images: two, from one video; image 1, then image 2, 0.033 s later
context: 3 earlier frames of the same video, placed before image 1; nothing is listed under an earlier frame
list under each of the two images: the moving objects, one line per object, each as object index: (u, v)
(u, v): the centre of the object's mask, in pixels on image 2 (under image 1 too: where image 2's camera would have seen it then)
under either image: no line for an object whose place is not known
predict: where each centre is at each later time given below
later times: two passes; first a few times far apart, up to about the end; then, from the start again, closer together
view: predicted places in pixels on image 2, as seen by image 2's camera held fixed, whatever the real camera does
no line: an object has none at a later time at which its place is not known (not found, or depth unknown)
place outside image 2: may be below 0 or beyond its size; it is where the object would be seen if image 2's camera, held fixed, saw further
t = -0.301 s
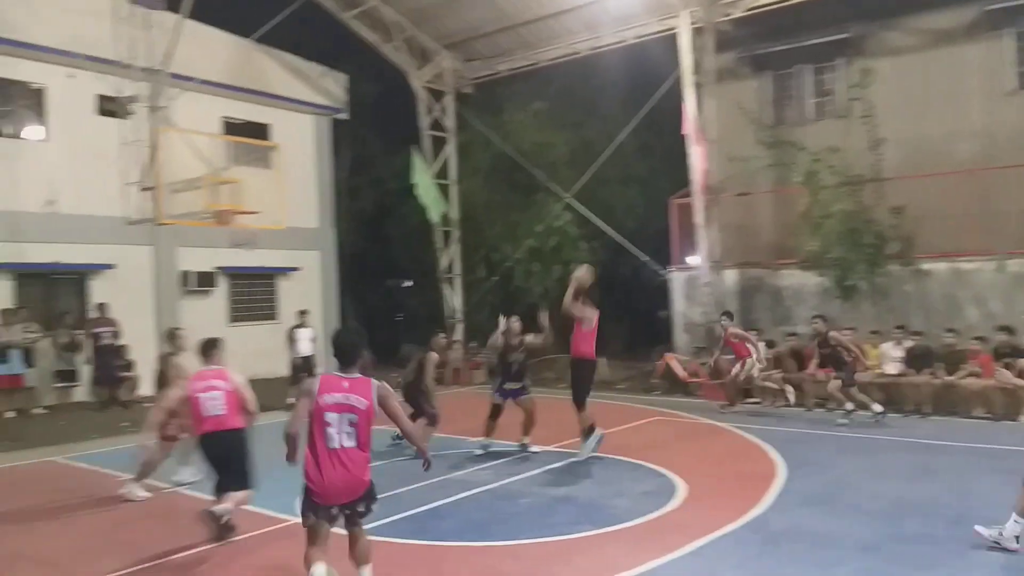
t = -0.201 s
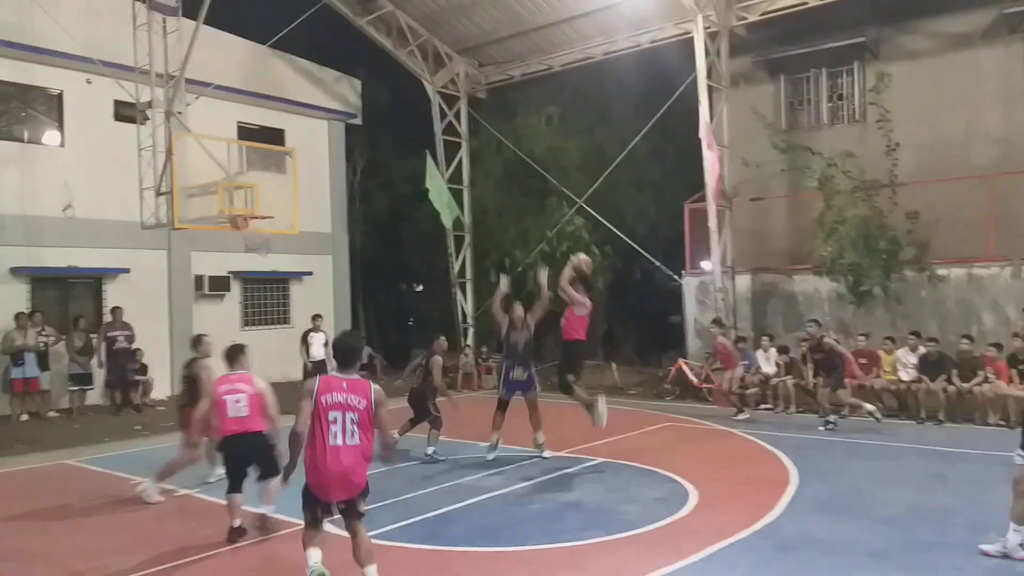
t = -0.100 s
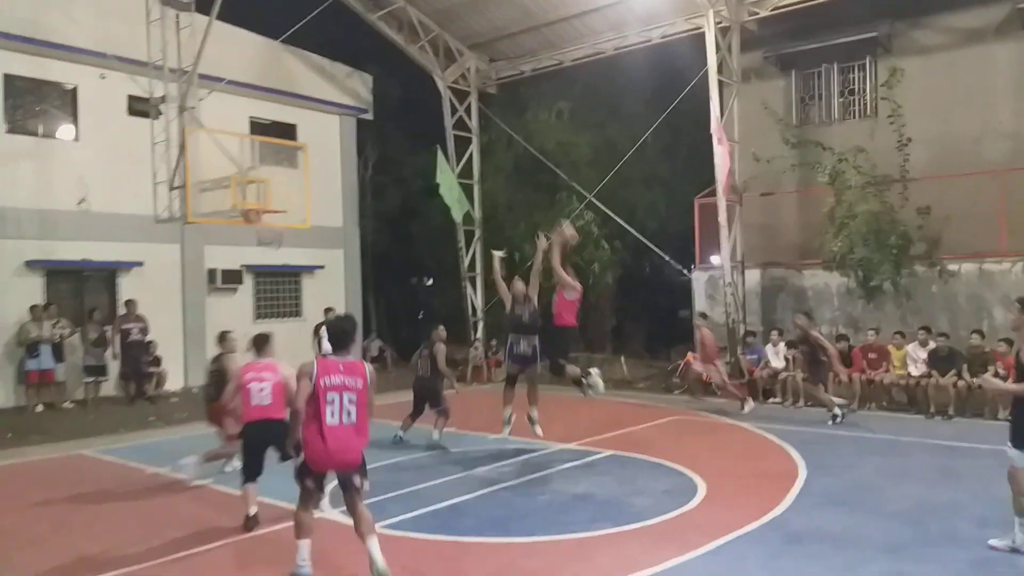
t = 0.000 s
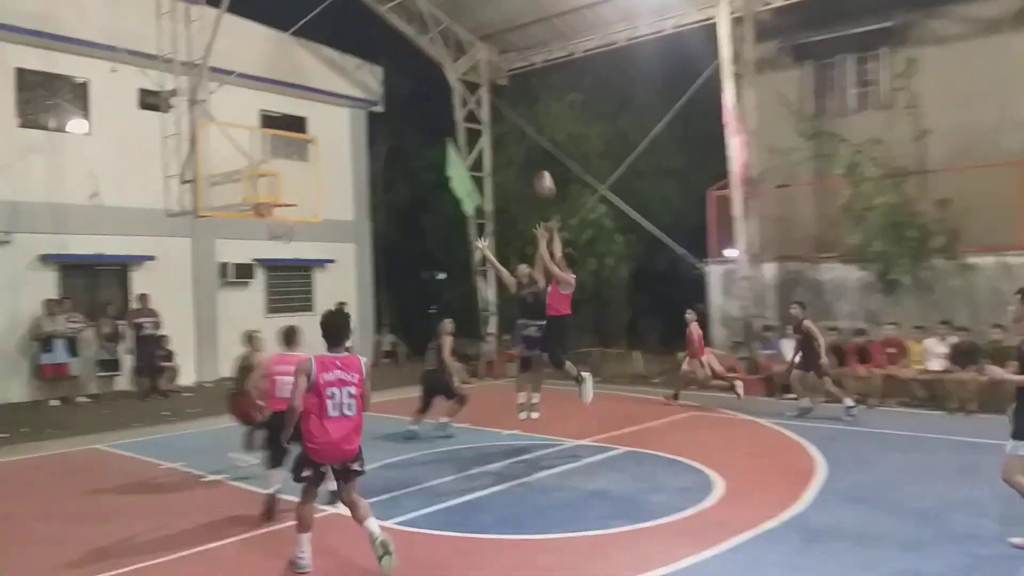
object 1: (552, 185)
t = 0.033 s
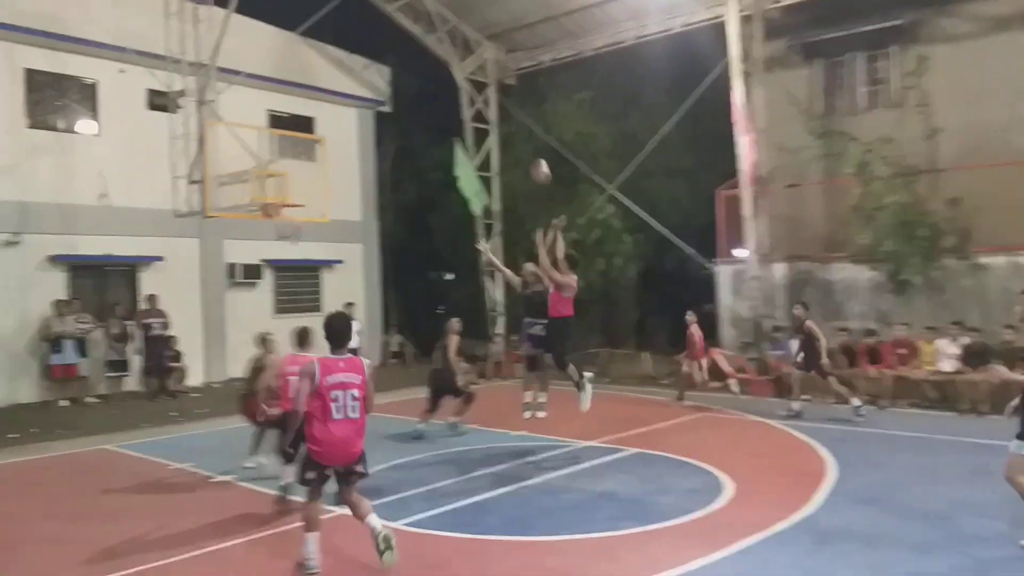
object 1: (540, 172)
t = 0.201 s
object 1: (481, 124)
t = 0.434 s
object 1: (407, 95)
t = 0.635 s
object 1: (349, 106)
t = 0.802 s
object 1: (303, 138)
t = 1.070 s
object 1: (300, 195)
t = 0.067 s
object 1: (529, 160)
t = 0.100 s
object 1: (516, 149)
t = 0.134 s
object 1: (505, 140)
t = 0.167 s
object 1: (493, 132)
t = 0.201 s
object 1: (481, 124)
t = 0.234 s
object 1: (470, 117)
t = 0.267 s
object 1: (458, 112)
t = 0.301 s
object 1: (449, 107)
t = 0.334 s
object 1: (438, 103)
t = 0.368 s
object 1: (428, 100)
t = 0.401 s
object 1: (417, 97)
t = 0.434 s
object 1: (407, 95)
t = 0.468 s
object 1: (397, 94)
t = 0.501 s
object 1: (389, 93)
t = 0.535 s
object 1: (376, 96)
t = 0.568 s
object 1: (367, 99)
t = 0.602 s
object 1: (358, 103)
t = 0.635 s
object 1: (349, 106)
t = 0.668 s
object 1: (338, 111)
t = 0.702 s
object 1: (329, 115)
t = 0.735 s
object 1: (322, 121)
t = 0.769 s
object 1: (312, 131)
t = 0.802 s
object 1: (303, 138)
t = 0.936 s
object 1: (283, 172)
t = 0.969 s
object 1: (287, 178)
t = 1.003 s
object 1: (291, 184)
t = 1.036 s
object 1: (296, 192)
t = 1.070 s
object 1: (300, 195)
